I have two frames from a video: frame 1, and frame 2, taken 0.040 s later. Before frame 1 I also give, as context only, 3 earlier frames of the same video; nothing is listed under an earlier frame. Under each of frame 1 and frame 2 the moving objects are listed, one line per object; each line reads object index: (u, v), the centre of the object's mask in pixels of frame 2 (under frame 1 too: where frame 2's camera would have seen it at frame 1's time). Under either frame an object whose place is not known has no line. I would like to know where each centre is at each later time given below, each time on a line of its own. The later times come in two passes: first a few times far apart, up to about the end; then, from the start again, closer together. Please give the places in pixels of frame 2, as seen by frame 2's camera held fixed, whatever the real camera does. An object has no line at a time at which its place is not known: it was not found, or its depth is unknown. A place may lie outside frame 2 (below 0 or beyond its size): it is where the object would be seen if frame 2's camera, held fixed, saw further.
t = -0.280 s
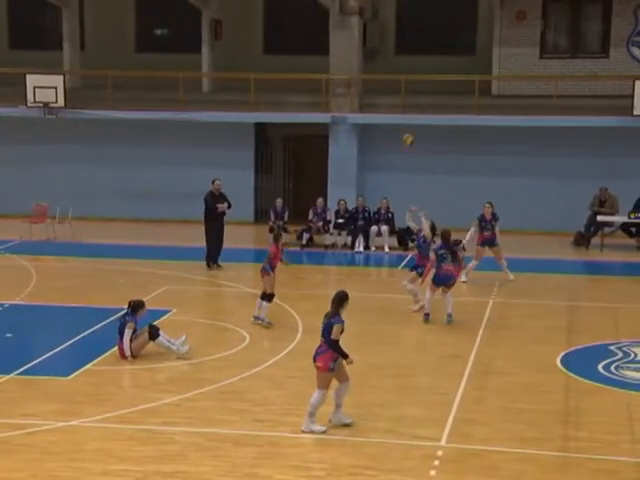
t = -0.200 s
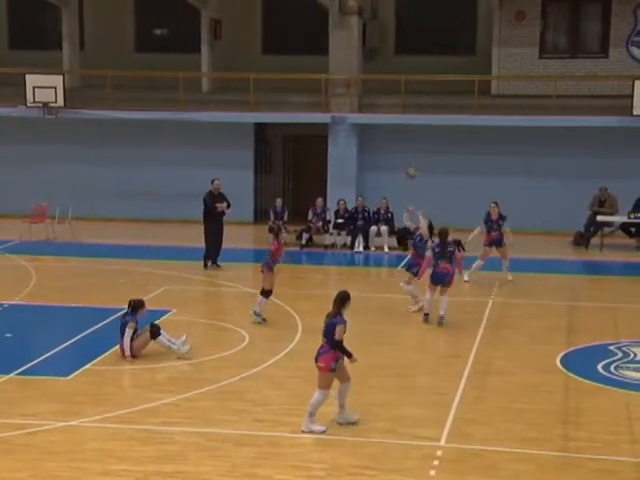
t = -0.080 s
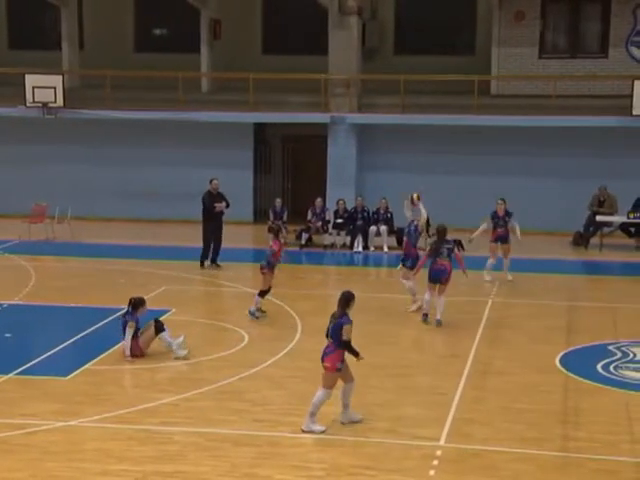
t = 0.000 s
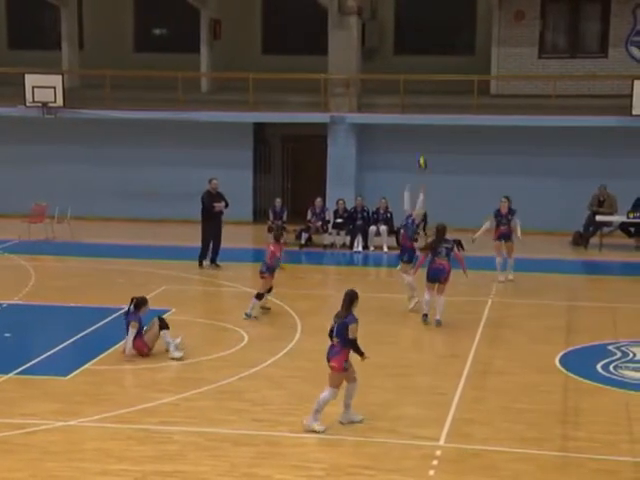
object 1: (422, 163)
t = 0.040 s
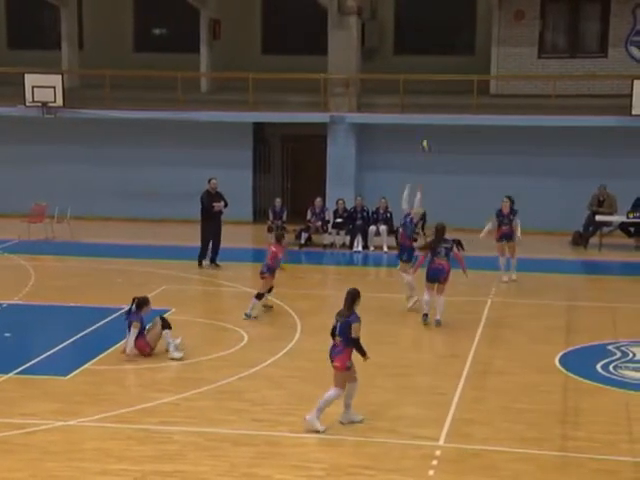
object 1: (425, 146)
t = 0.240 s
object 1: (446, 75)
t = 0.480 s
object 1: (469, 25)
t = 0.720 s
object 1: (491, 7)
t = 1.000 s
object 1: (514, 33)
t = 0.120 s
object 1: (434, 114)
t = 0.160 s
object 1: (437, 100)
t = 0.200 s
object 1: (442, 87)
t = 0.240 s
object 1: (446, 75)
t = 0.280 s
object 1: (449, 64)
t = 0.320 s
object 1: (453, 54)
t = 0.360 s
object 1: (458, 46)
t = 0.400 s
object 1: (461, 38)
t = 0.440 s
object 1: (465, 32)
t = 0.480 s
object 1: (469, 25)
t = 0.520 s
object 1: (473, 20)
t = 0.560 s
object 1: (476, 16)
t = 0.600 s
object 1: (479, 13)
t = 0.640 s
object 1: (483, 10)
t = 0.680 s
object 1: (487, 8)
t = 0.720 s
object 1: (491, 7)
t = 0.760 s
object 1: (495, 7)
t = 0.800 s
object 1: (497, 10)
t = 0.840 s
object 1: (502, 14)
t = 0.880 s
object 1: (504, 16)
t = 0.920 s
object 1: (507, 21)
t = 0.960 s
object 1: (510, 27)
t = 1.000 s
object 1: (514, 33)
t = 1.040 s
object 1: (517, 39)
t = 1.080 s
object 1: (519, 47)
